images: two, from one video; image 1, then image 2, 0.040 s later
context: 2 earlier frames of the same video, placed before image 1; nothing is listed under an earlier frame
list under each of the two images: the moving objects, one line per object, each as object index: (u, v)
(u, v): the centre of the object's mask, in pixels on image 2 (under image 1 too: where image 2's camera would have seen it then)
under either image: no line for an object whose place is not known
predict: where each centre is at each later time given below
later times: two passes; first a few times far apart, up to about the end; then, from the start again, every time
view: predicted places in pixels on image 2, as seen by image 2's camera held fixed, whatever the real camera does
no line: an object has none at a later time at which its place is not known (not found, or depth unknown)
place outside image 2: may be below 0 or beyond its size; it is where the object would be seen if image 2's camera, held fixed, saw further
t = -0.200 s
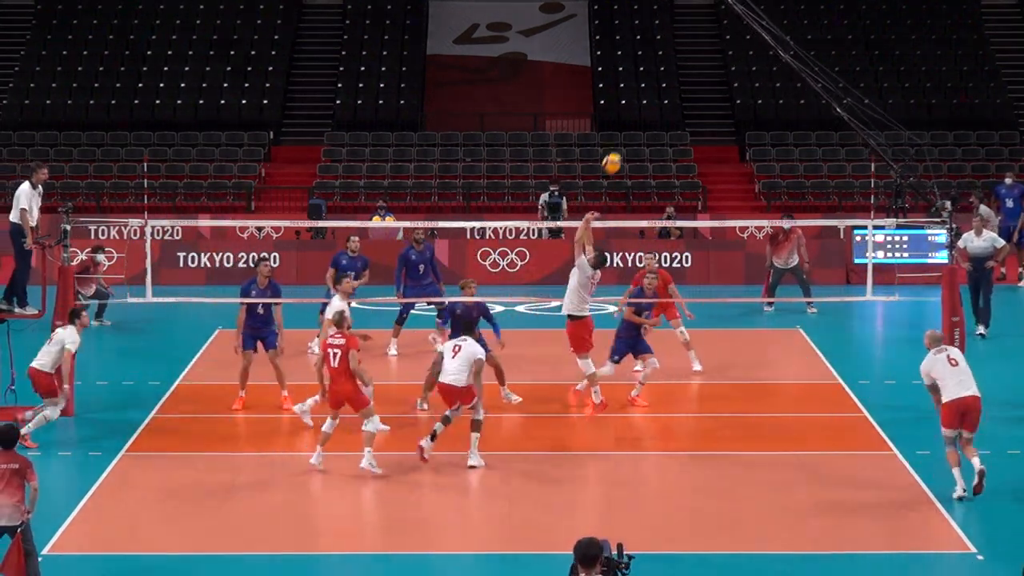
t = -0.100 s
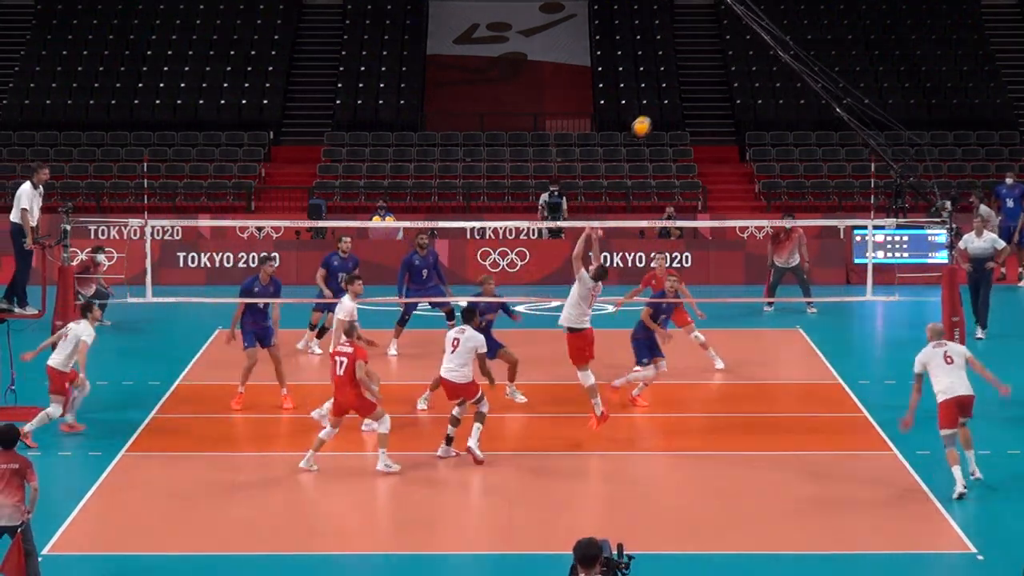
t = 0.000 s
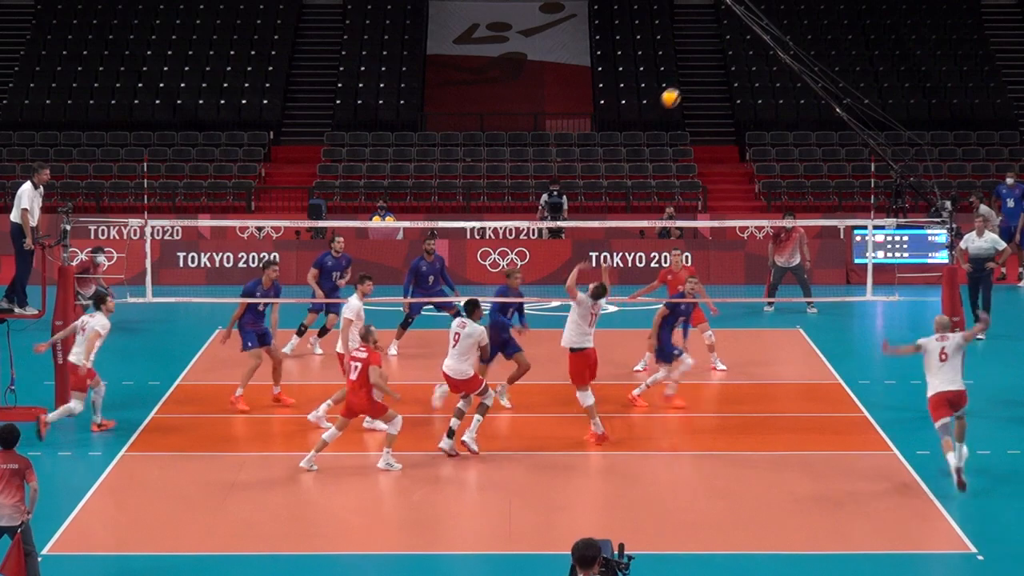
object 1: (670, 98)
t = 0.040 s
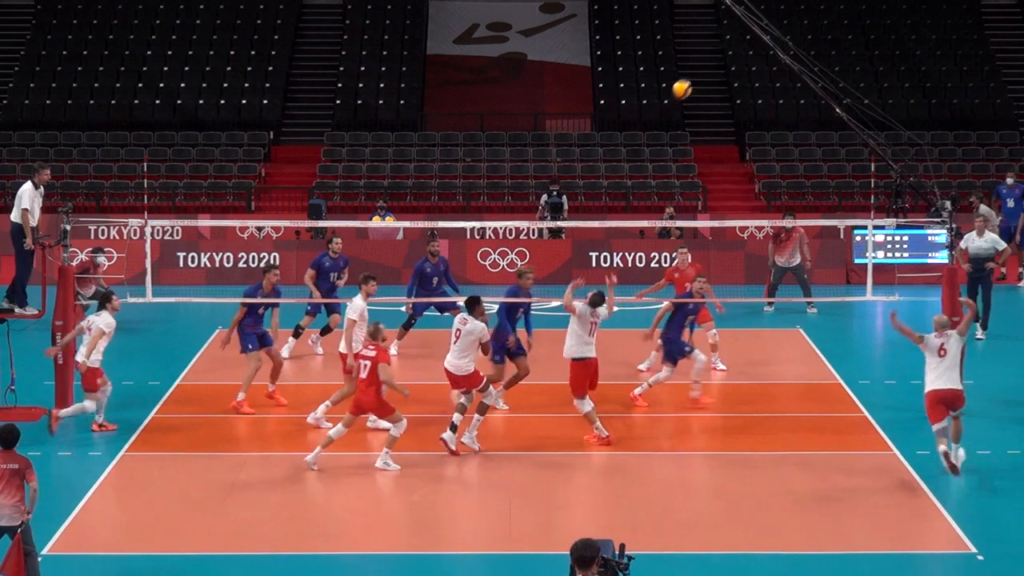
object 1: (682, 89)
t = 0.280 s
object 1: (748, 63)
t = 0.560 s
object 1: (821, 93)
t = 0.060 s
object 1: (688, 85)
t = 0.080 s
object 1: (693, 81)
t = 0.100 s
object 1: (699, 78)
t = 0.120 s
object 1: (704, 75)
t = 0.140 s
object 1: (710, 72)
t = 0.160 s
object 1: (715, 70)
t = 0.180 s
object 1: (721, 68)
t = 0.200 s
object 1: (726, 66)
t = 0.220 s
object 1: (732, 65)
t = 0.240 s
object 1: (737, 64)
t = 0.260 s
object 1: (742, 63)
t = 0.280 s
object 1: (748, 63)
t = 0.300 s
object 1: (753, 63)
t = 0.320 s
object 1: (758, 63)
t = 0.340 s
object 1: (764, 64)
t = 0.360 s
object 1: (769, 65)
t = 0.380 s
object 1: (774, 66)
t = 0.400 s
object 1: (780, 68)
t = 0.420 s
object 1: (785, 70)
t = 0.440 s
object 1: (790, 72)
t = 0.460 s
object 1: (795, 75)
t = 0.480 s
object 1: (800, 78)
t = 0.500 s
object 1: (806, 81)
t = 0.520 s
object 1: (811, 85)
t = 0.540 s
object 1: (816, 89)
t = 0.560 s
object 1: (821, 93)
